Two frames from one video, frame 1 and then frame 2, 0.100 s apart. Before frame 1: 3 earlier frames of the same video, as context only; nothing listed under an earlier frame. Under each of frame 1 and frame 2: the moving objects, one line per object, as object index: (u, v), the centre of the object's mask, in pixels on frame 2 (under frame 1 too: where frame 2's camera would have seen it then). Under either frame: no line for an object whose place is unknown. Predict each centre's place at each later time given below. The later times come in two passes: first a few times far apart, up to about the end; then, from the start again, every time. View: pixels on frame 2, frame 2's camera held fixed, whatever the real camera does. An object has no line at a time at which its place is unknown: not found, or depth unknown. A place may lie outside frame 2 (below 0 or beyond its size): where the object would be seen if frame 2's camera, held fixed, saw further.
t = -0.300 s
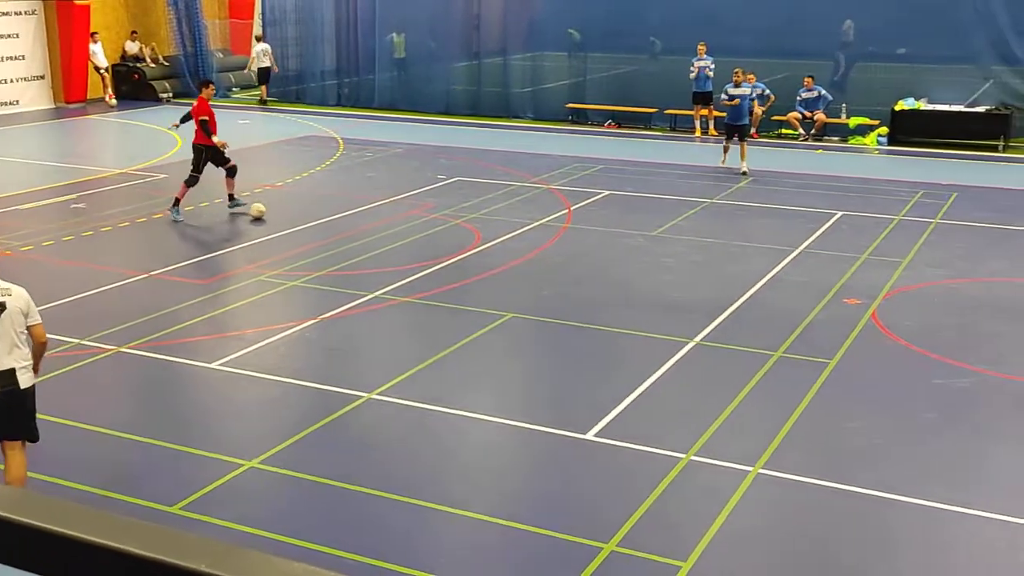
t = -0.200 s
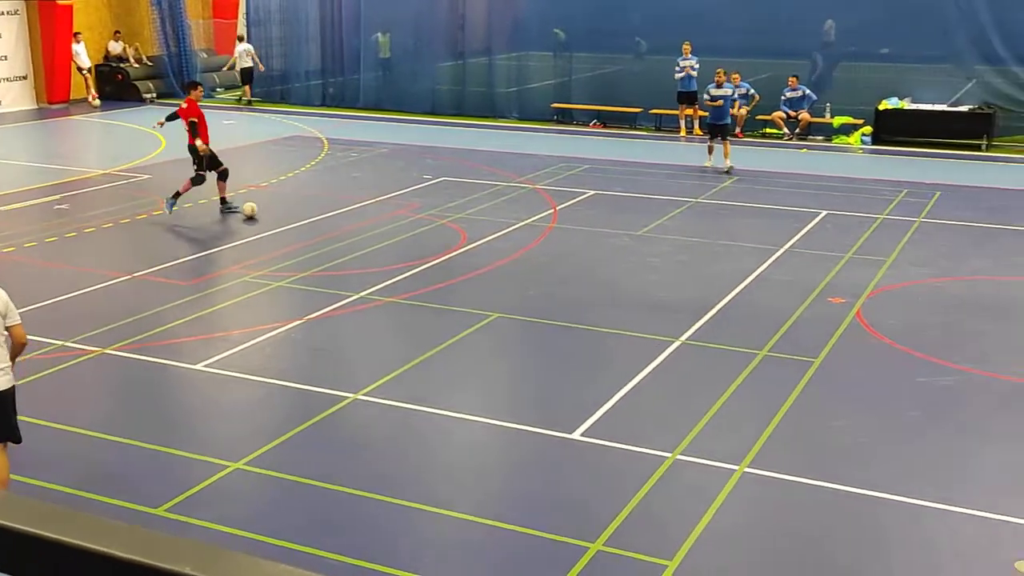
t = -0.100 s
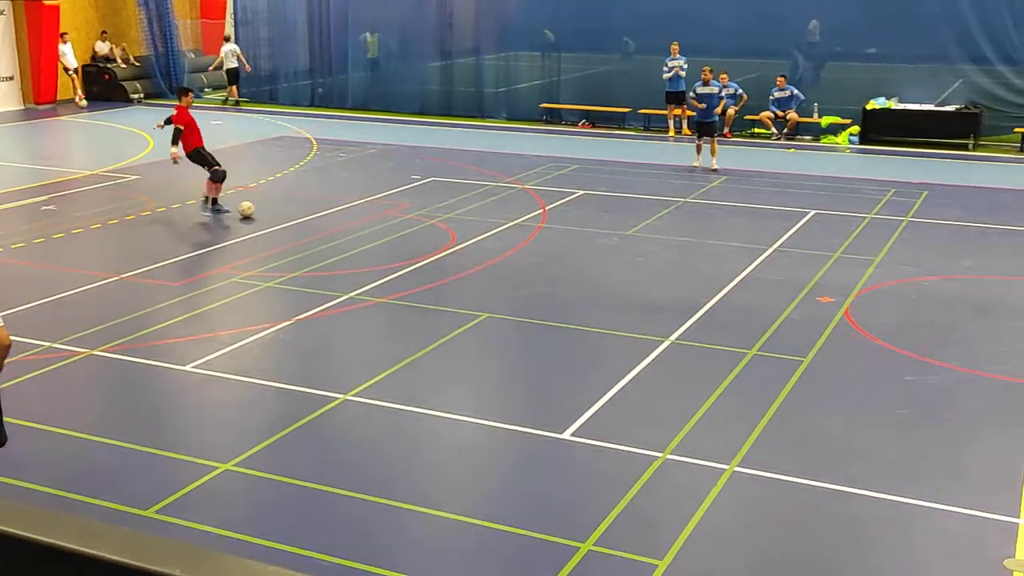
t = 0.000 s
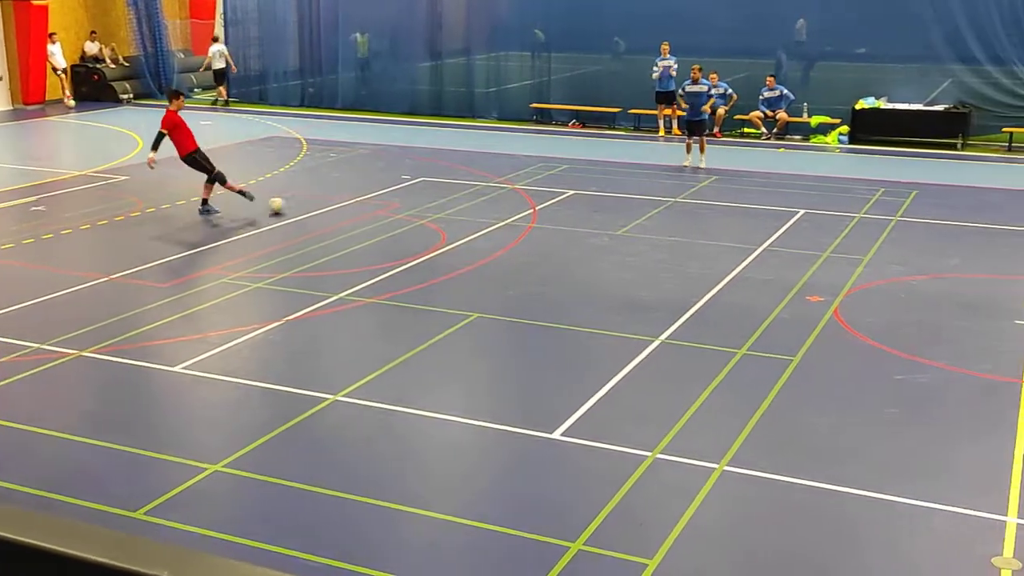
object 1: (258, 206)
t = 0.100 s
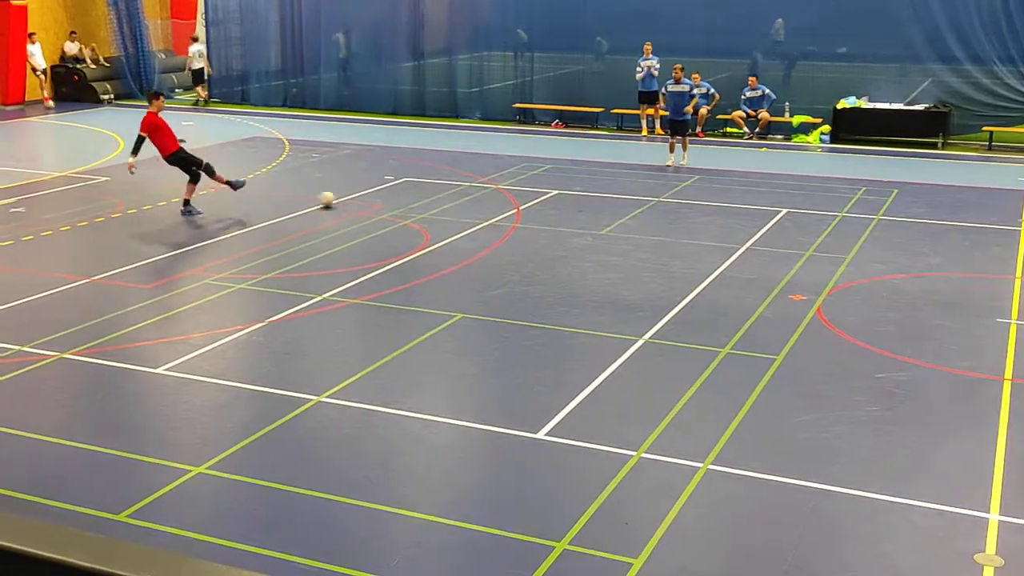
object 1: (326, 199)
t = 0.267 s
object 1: (419, 189)
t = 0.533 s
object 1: (529, 175)
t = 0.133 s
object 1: (347, 195)
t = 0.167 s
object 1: (367, 195)
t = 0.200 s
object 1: (385, 193)
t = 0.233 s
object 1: (402, 191)
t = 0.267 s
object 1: (419, 189)
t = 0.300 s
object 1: (435, 187)
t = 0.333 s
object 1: (450, 186)
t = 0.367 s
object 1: (465, 183)
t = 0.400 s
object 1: (479, 182)
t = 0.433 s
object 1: (492, 180)
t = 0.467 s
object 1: (504, 179)
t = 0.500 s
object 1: (517, 177)
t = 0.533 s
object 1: (529, 175)
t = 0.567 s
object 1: (541, 174)
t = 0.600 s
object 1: (552, 173)
